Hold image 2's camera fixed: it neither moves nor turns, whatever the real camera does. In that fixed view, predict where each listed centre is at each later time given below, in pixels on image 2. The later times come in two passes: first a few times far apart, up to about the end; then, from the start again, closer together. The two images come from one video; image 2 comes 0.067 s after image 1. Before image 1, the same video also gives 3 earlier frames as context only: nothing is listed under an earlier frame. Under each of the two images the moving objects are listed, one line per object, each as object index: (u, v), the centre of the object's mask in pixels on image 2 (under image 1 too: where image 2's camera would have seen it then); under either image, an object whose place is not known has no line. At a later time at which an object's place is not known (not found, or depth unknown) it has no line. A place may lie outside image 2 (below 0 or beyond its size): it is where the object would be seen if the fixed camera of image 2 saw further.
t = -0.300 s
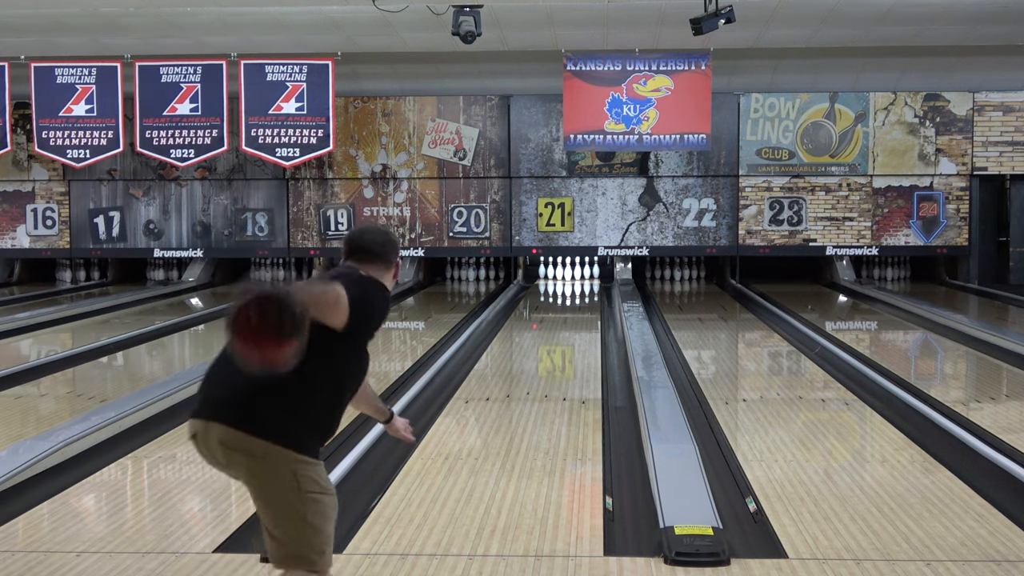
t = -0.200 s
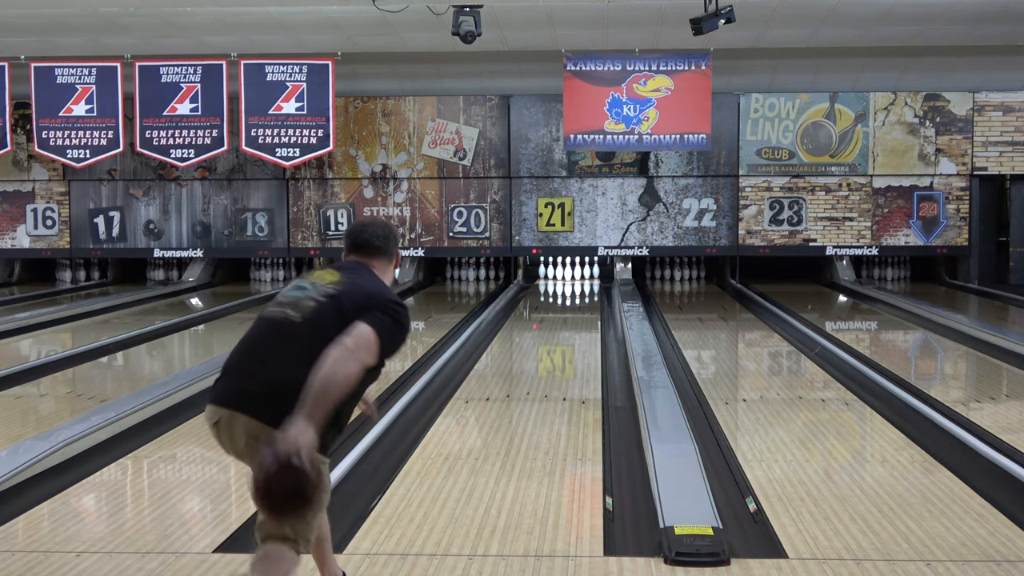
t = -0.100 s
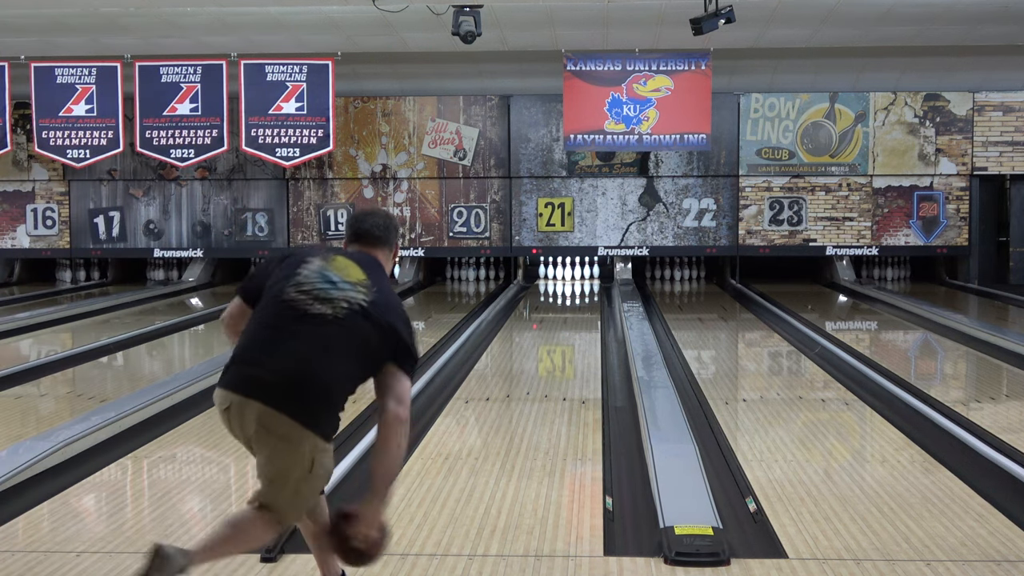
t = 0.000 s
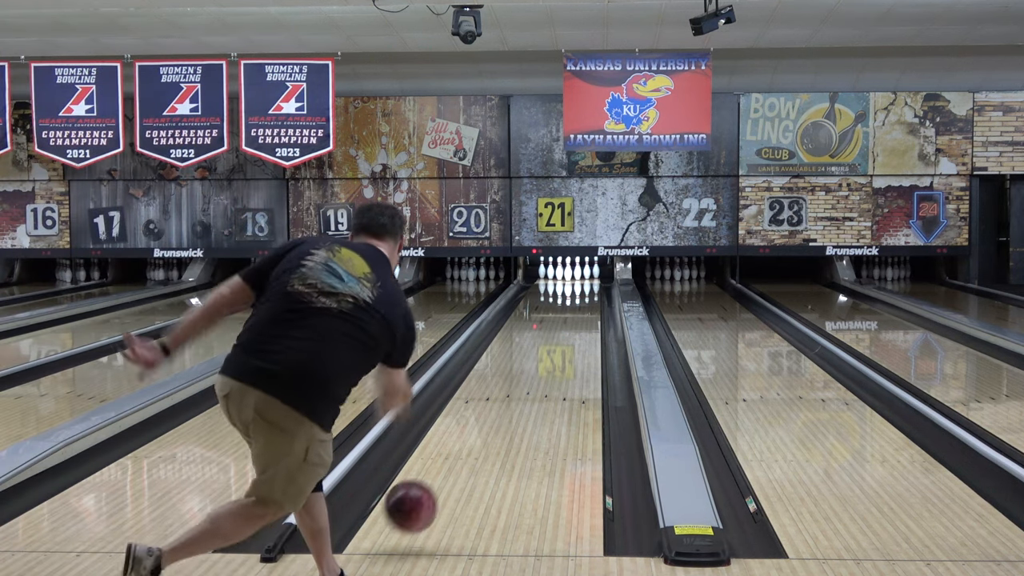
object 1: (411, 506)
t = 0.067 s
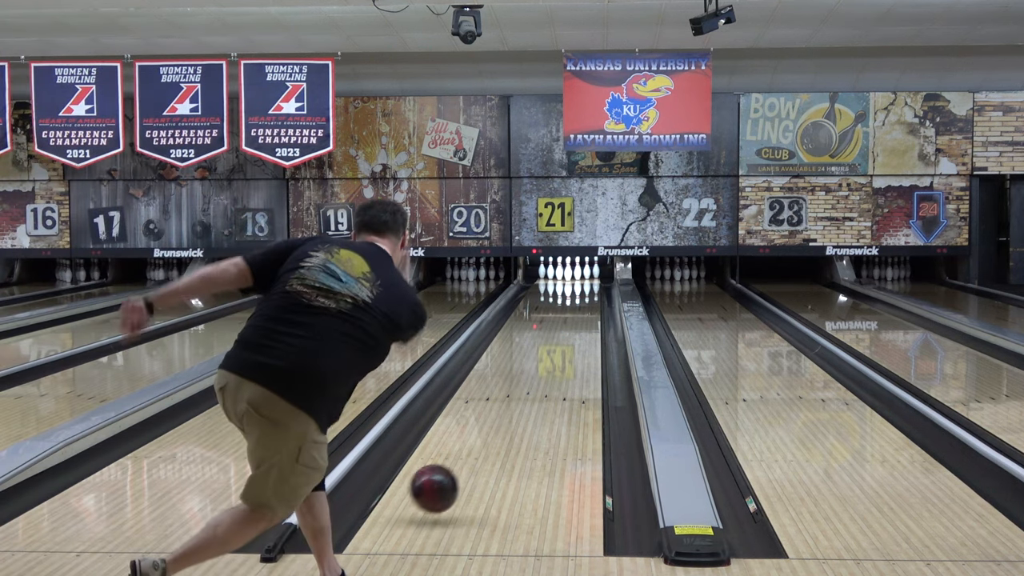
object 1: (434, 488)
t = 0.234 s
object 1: (477, 445)
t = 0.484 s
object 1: (519, 391)
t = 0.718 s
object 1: (543, 359)
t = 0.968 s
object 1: (561, 334)
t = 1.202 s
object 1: (572, 317)
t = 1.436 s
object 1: (580, 304)
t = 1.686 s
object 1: (586, 293)
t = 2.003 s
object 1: (581, 282)
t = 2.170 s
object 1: (575, 277)
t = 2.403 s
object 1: (567, 273)
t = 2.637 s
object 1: (564, 272)
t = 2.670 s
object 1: (564, 271)
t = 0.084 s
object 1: (440, 485)
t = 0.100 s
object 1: (445, 484)
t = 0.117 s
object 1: (449, 481)
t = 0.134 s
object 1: (454, 475)
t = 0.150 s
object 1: (458, 469)
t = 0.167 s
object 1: (462, 463)
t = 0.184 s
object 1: (466, 458)
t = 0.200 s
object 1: (470, 454)
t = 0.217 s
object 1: (474, 450)
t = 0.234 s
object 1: (477, 445)
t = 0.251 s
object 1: (481, 440)
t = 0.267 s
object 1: (484, 437)
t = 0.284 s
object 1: (488, 432)
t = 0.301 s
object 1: (491, 428)
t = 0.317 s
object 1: (494, 424)
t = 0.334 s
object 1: (497, 420)
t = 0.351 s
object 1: (499, 417)
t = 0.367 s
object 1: (502, 413)
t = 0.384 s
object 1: (504, 410)
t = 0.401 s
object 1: (507, 406)
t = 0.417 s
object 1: (509, 403)
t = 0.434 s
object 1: (512, 400)
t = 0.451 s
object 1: (514, 397)
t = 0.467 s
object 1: (516, 394)
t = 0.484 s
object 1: (519, 391)
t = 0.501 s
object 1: (521, 389)
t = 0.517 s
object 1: (523, 386)
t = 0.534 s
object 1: (525, 383)
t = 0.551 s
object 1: (527, 381)
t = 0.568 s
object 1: (529, 378)
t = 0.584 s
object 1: (530, 376)
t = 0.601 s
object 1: (532, 374)
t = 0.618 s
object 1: (533, 372)
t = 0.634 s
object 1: (535, 369)
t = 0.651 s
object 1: (537, 367)
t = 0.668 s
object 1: (539, 365)
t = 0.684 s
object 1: (540, 363)
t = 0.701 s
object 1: (541, 361)
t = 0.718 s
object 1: (543, 359)
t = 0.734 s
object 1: (544, 357)
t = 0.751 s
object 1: (546, 355)
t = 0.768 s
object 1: (547, 353)
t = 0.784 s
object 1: (549, 351)
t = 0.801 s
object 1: (550, 350)
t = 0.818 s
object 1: (551, 348)
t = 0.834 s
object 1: (552, 346)
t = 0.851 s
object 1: (553, 345)
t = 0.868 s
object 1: (555, 343)
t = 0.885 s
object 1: (556, 341)
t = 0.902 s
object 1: (557, 340)
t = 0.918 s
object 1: (558, 338)
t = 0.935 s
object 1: (559, 337)
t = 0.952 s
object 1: (560, 335)
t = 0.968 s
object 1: (561, 334)
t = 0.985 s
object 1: (562, 333)
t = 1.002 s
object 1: (563, 331)
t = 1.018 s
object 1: (564, 330)
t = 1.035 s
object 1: (564, 329)
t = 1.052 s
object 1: (565, 327)
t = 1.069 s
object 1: (566, 326)
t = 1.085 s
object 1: (567, 325)
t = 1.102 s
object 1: (568, 324)
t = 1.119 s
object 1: (568, 323)
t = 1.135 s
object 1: (569, 321)
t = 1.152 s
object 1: (570, 320)
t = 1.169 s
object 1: (571, 319)
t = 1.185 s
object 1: (571, 318)
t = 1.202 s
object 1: (572, 317)
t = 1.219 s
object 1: (573, 316)
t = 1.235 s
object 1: (574, 315)
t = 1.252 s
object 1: (574, 314)
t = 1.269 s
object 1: (575, 313)
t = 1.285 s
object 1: (576, 312)
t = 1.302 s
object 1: (576, 311)
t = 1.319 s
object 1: (577, 310)
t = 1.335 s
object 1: (578, 309)
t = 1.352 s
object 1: (578, 308)
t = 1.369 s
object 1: (578, 307)
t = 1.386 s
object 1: (579, 306)
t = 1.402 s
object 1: (579, 305)
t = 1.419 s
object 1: (580, 304)
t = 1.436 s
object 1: (580, 304)
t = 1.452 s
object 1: (581, 303)
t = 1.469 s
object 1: (581, 302)
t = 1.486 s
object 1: (582, 302)
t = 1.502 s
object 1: (582, 301)
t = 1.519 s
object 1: (582, 300)
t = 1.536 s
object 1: (583, 299)
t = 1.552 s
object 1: (583, 298)
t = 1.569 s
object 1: (583, 297)
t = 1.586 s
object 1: (584, 297)
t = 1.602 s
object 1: (584, 296)
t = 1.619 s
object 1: (585, 295)
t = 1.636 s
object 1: (585, 295)
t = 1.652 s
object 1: (585, 294)
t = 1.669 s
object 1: (585, 293)
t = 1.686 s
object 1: (586, 293)
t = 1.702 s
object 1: (586, 292)
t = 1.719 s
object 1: (585, 291)
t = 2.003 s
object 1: (581, 282)
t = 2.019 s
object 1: (581, 281)
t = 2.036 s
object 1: (580, 281)
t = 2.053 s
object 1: (579, 280)
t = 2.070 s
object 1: (579, 279)
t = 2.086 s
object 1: (578, 279)
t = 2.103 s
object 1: (577, 279)
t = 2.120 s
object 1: (577, 278)
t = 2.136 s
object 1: (577, 278)
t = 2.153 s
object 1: (576, 278)
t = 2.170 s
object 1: (575, 277)
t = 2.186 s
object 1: (574, 277)
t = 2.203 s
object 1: (573, 276)
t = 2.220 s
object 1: (572, 276)
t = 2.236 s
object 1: (571, 275)
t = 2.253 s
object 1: (571, 275)
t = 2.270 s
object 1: (570, 275)
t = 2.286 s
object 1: (570, 274)
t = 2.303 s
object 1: (570, 275)
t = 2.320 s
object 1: (570, 275)
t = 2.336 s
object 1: (570, 271)
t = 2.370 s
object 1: (568, 275)
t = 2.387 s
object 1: (568, 273)
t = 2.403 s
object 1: (567, 273)
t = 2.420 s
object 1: (566, 273)
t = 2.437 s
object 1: (566, 272)
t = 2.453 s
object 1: (566, 272)
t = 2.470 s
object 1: (566, 271)
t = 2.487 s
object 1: (565, 271)
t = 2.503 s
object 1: (564, 271)
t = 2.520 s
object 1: (563, 272)
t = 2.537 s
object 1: (563, 271)
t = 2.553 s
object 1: (563, 271)
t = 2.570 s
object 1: (563, 272)
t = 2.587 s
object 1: (562, 271)
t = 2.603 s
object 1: (562, 272)
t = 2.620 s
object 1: (563, 272)
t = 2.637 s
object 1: (564, 272)
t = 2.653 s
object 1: (563, 272)
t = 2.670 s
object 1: (564, 271)
